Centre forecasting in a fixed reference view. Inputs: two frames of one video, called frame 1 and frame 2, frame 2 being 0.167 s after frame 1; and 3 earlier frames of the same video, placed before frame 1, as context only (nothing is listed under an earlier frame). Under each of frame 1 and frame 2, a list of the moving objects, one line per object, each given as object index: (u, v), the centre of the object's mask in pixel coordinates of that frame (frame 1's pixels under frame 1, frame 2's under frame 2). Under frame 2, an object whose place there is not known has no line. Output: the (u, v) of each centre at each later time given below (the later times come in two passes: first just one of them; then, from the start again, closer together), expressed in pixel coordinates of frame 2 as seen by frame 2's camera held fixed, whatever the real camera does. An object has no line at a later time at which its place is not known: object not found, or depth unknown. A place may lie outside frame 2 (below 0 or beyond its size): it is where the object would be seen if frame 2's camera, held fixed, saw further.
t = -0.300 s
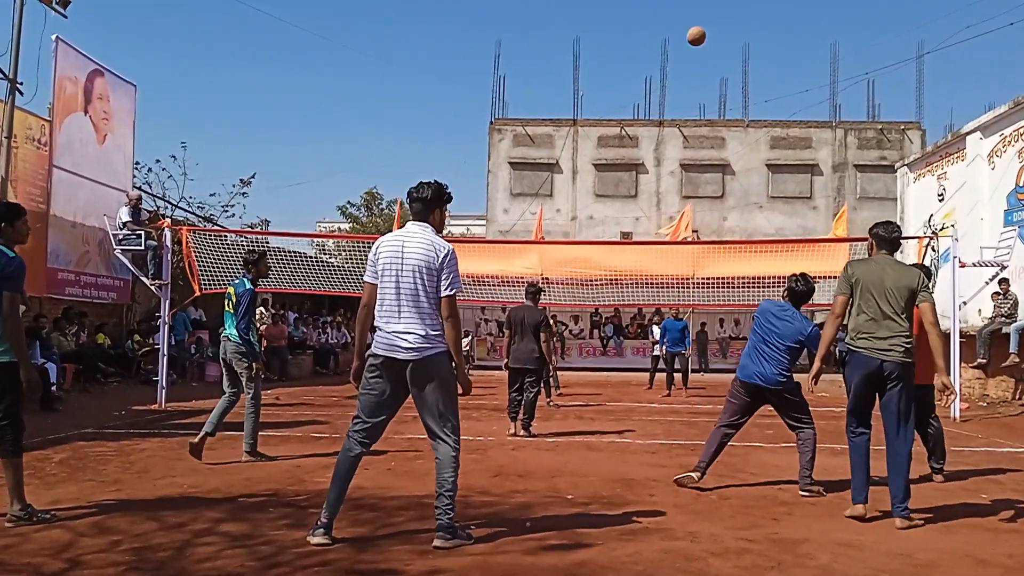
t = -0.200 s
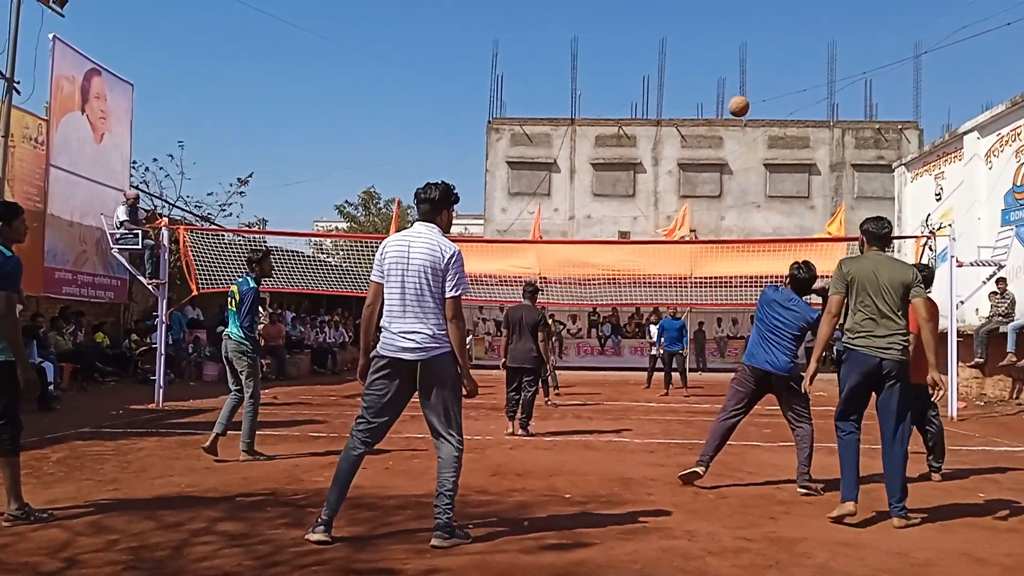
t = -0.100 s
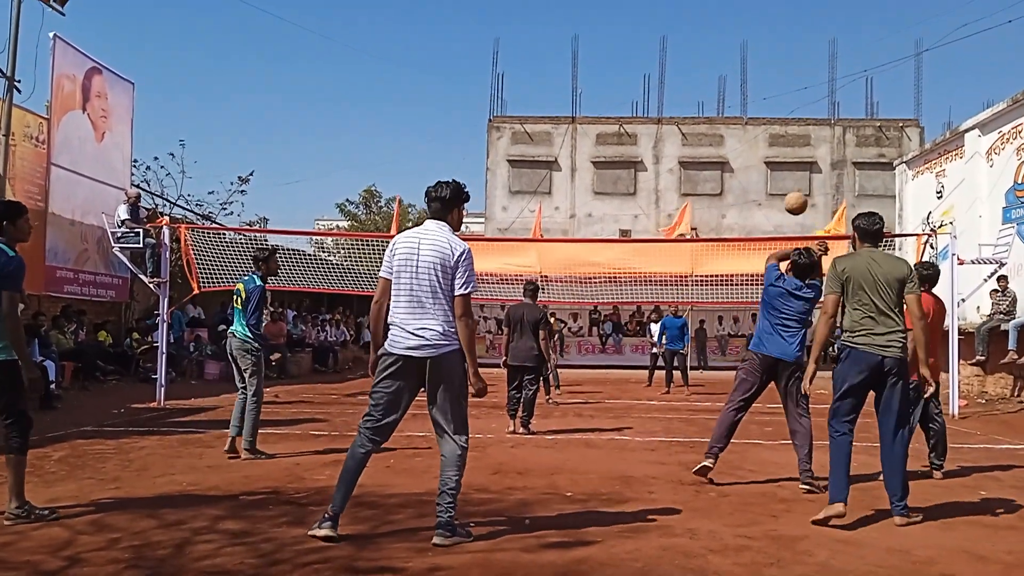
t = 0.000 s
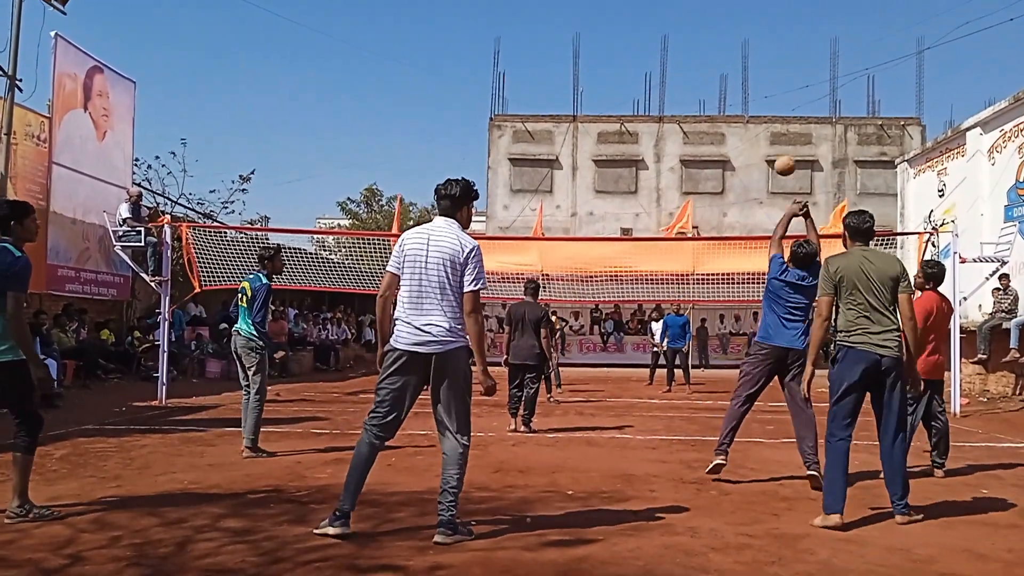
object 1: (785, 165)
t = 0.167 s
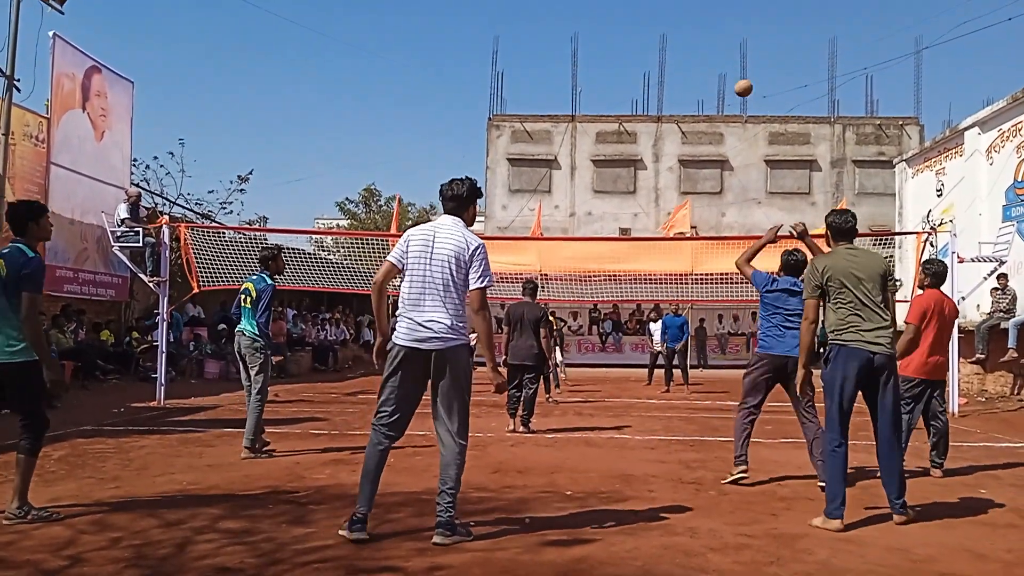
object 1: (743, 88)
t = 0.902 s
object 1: (657, 134)
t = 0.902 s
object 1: (657, 134)
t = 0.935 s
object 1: (654, 143)
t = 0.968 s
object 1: (652, 153)
